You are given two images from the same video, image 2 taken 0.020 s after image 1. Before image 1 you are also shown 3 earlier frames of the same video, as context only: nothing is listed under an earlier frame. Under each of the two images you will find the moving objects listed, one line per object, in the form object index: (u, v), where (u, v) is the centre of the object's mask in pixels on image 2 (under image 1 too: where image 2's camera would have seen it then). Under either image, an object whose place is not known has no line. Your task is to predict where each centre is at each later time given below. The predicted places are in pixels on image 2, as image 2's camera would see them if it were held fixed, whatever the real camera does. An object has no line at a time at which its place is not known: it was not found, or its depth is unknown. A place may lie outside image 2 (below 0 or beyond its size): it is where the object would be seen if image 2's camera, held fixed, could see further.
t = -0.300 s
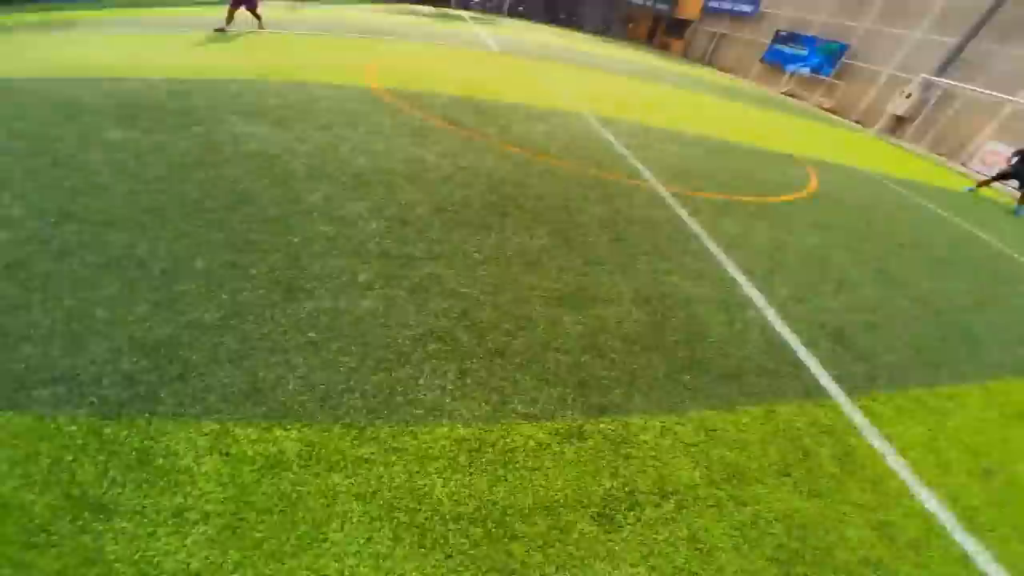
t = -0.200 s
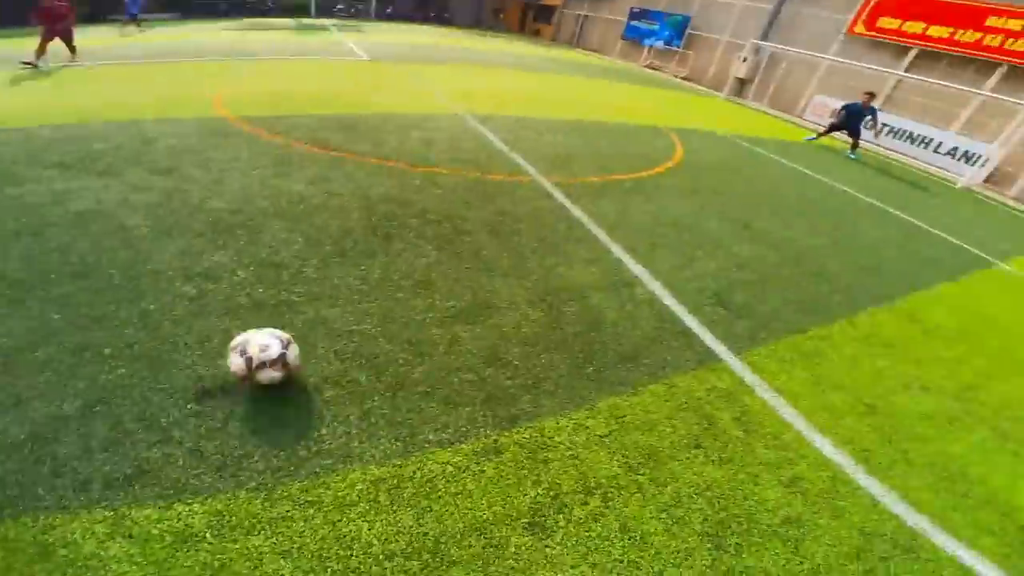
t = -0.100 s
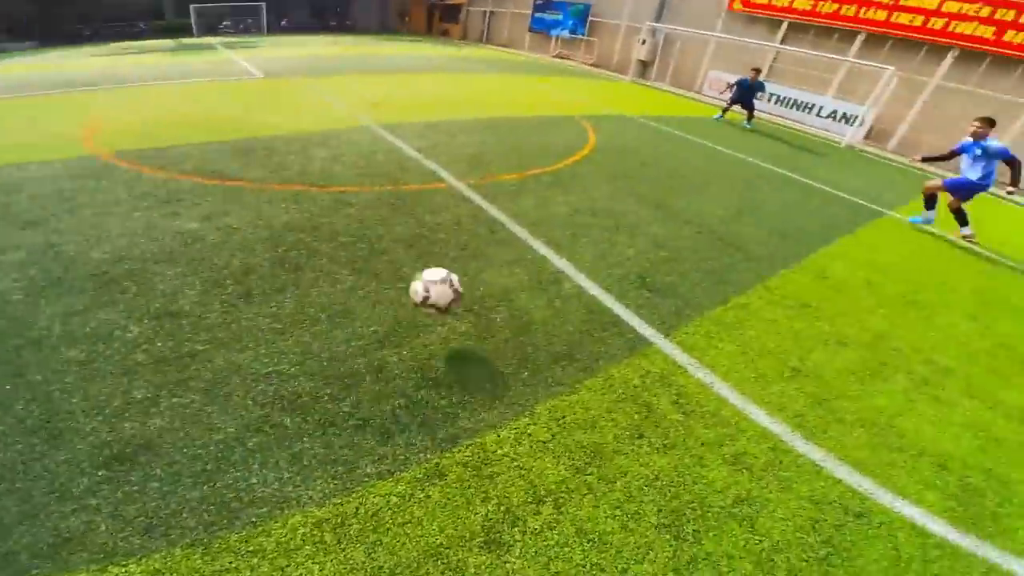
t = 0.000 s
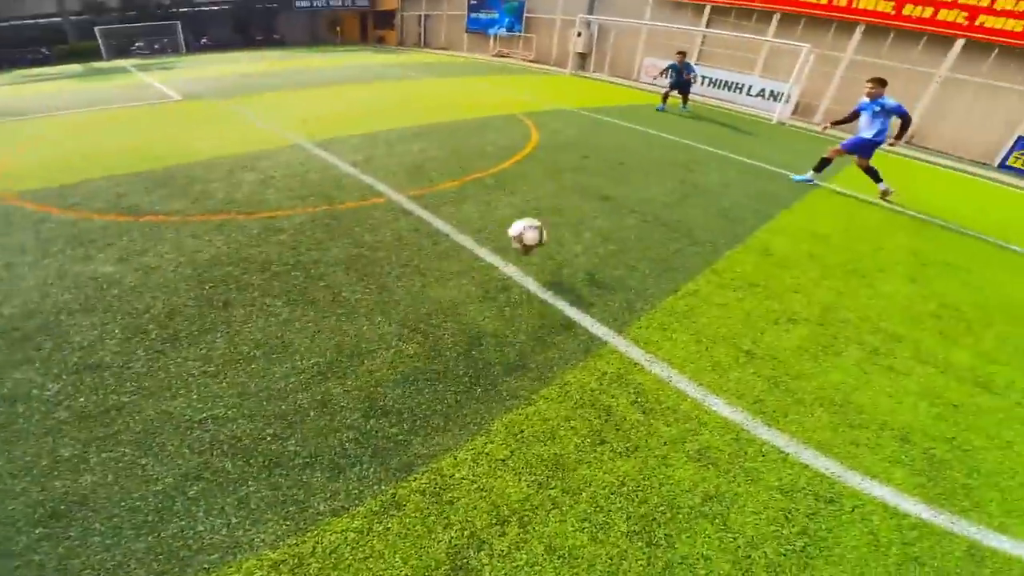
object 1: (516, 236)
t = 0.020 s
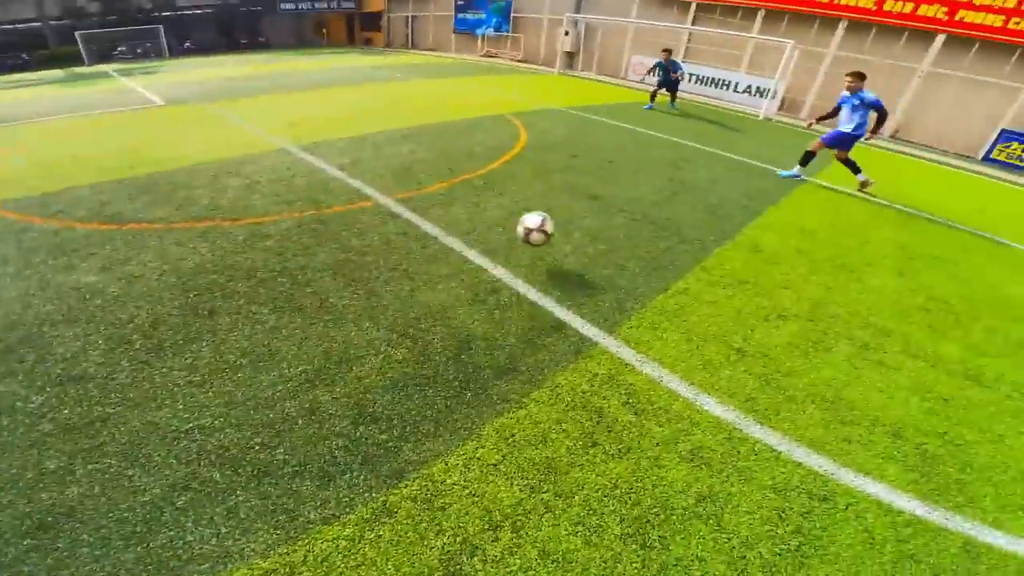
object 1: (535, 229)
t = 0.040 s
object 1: (553, 220)
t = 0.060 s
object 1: (569, 214)
